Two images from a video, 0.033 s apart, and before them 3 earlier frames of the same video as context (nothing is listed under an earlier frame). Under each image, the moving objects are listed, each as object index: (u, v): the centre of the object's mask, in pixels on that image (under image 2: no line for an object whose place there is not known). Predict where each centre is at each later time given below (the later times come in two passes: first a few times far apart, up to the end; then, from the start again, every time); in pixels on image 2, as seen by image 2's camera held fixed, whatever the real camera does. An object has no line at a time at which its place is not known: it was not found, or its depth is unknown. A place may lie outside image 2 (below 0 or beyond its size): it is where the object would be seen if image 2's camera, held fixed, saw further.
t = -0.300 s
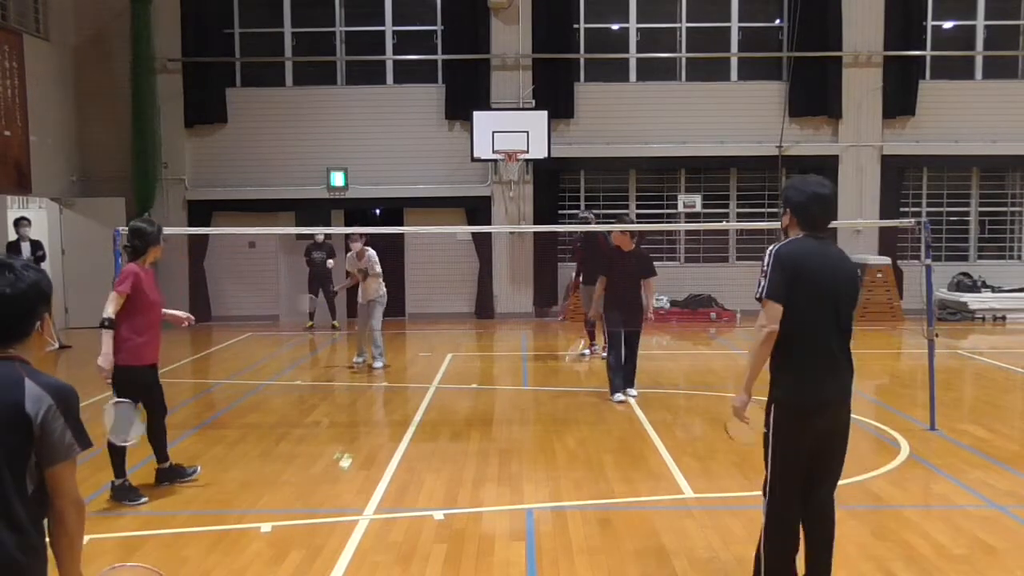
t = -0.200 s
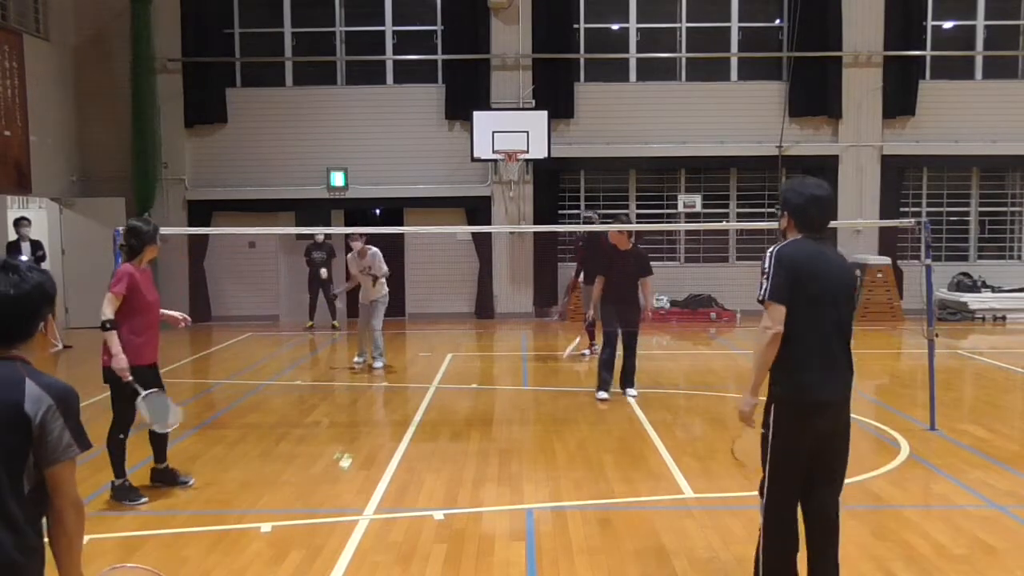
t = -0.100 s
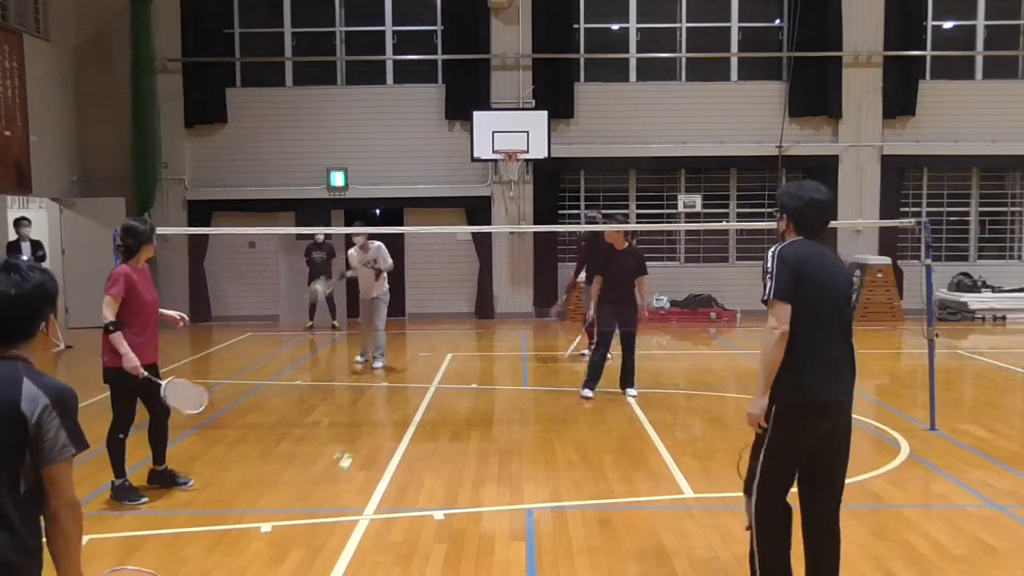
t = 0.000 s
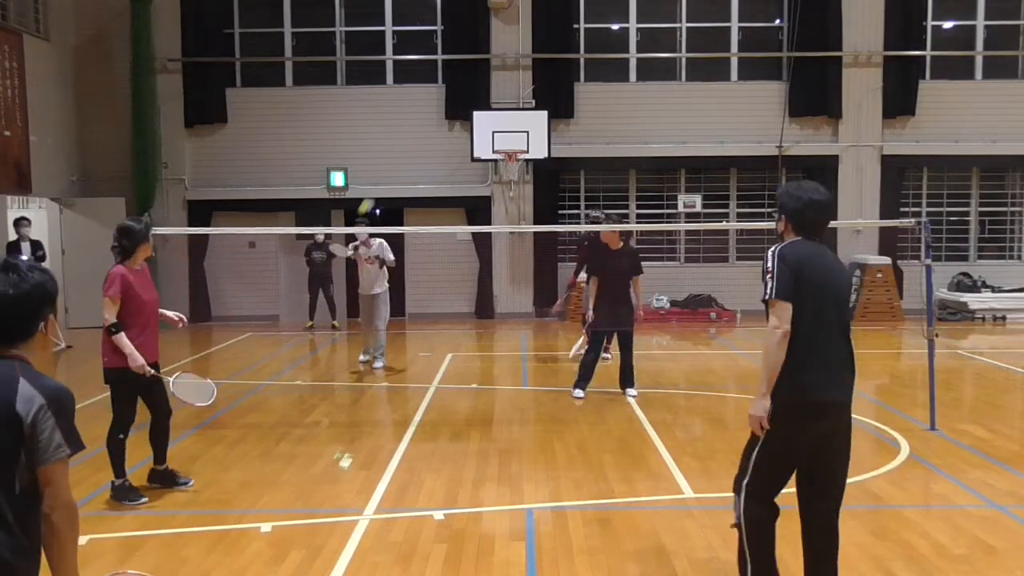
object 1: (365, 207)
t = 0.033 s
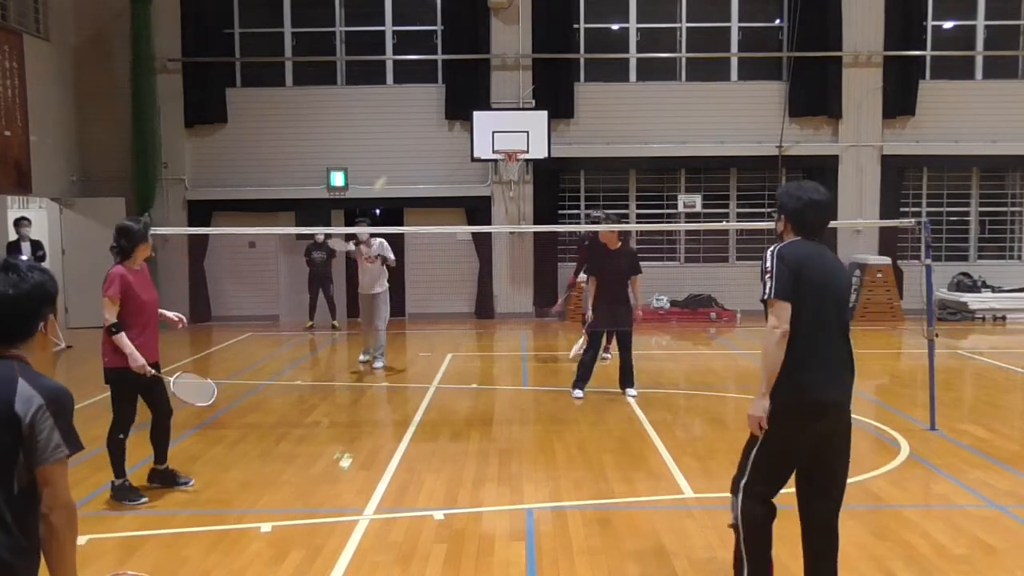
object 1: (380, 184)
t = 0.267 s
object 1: (480, 80)
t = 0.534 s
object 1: (586, 49)
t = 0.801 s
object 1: (691, 147)
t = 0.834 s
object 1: (705, 168)
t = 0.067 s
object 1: (394, 163)
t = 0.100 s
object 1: (407, 146)
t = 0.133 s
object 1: (422, 129)
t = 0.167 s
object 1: (438, 116)
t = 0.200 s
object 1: (453, 103)
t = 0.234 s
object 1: (467, 91)
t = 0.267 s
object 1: (480, 80)
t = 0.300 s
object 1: (493, 70)
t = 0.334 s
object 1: (507, 61)
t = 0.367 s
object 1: (520, 55)
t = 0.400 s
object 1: (534, 49)
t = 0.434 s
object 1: (548, 47)
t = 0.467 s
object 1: (561, 46)
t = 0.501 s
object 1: (572, 47)
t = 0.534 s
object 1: (586, 49)
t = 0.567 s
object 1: (598, 54)
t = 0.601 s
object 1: (611, 61)
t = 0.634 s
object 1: (624, 70)
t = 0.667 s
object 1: (637, 80)
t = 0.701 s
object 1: (651, 93)
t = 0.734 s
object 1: (664, 109)
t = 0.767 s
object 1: (678, 126)
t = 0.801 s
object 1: (691, 147)
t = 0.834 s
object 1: (705, 168)
